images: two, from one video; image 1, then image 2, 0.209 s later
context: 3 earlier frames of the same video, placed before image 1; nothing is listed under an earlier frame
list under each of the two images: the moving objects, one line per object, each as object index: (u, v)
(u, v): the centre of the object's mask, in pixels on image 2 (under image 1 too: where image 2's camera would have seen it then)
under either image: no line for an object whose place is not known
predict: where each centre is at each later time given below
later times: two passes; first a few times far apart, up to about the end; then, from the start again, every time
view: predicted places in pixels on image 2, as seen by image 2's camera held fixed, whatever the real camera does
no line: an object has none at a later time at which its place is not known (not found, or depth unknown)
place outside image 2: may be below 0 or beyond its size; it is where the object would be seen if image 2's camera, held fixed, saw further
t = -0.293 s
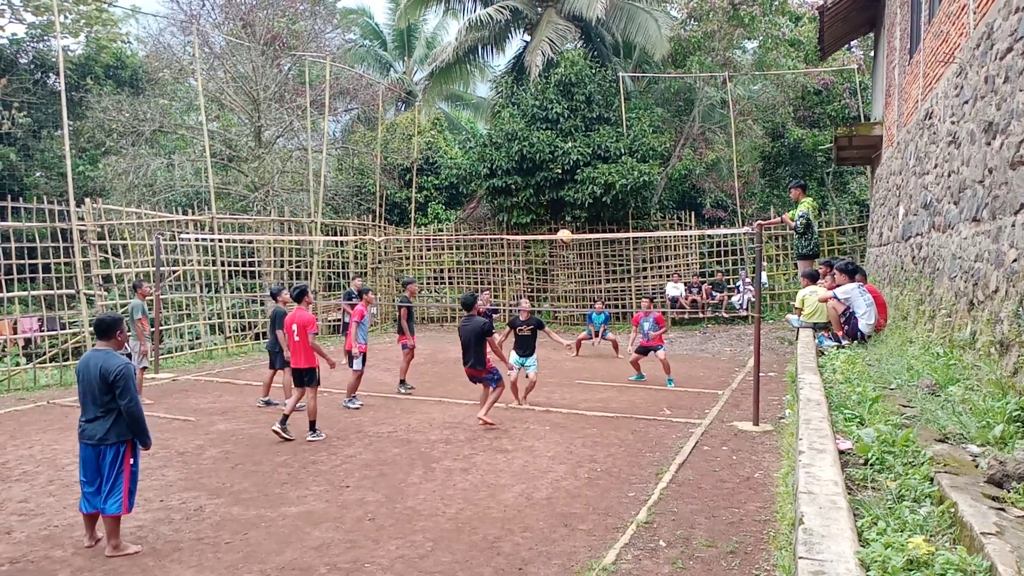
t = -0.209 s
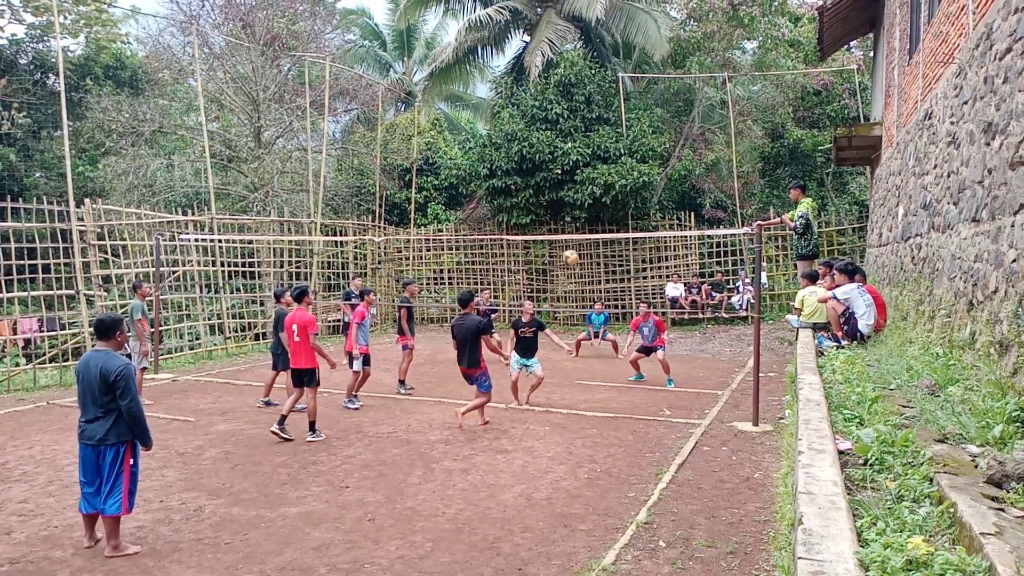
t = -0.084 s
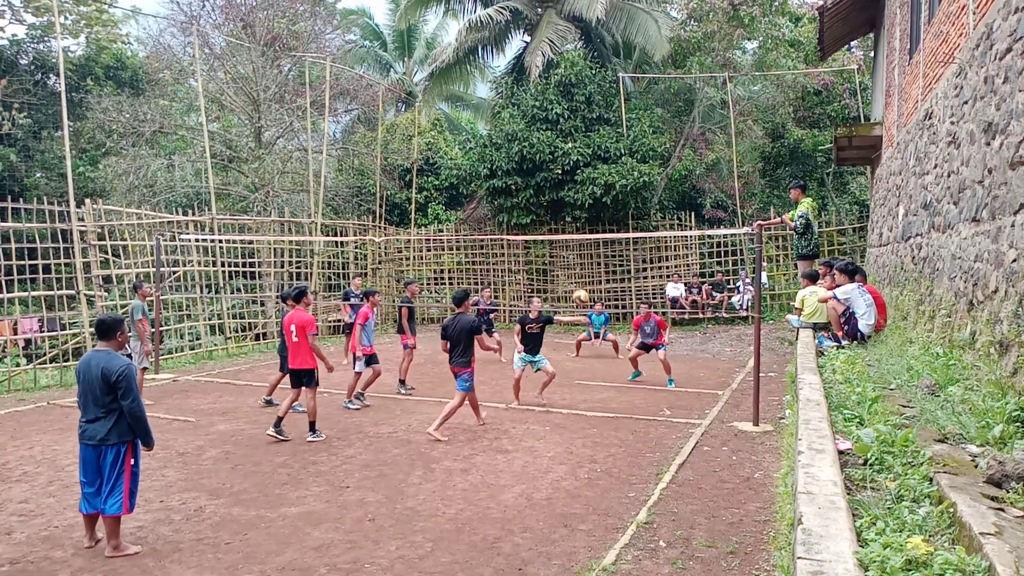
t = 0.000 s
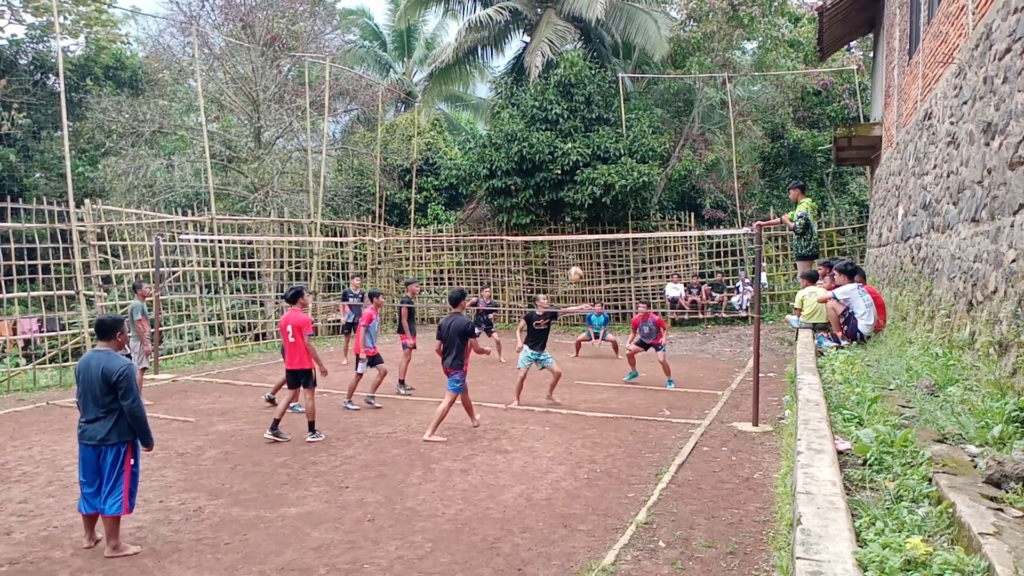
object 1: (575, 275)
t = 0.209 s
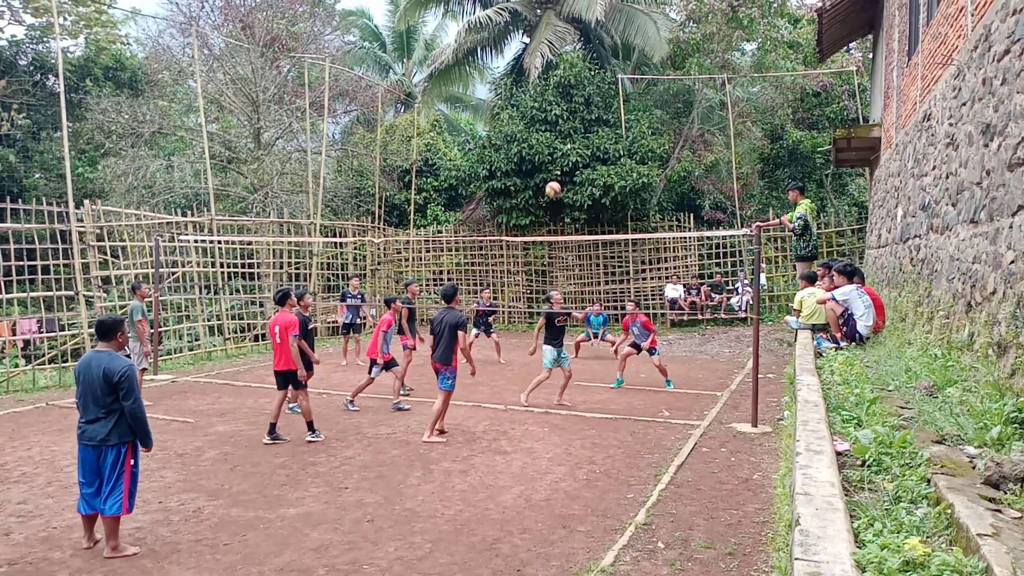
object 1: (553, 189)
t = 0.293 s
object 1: (545, 164)
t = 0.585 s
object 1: (516, 117)
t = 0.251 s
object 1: (549, 176)
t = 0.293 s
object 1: (545, 164)
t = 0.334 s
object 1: (541, 155)
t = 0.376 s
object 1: (536, 145)
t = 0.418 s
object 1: (532, 137)
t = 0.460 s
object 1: (528, 130)
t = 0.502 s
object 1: (524, 124)
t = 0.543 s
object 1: (520, 120)
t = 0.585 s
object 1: (516, 117)
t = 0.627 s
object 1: (512, 115)
